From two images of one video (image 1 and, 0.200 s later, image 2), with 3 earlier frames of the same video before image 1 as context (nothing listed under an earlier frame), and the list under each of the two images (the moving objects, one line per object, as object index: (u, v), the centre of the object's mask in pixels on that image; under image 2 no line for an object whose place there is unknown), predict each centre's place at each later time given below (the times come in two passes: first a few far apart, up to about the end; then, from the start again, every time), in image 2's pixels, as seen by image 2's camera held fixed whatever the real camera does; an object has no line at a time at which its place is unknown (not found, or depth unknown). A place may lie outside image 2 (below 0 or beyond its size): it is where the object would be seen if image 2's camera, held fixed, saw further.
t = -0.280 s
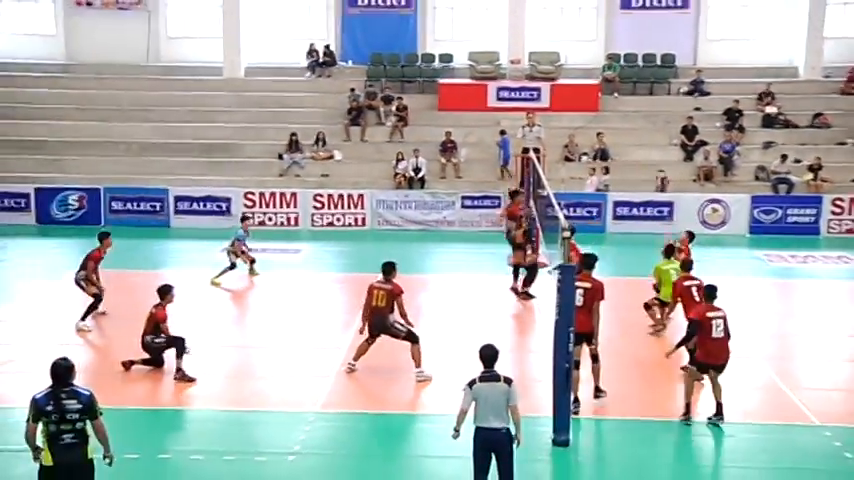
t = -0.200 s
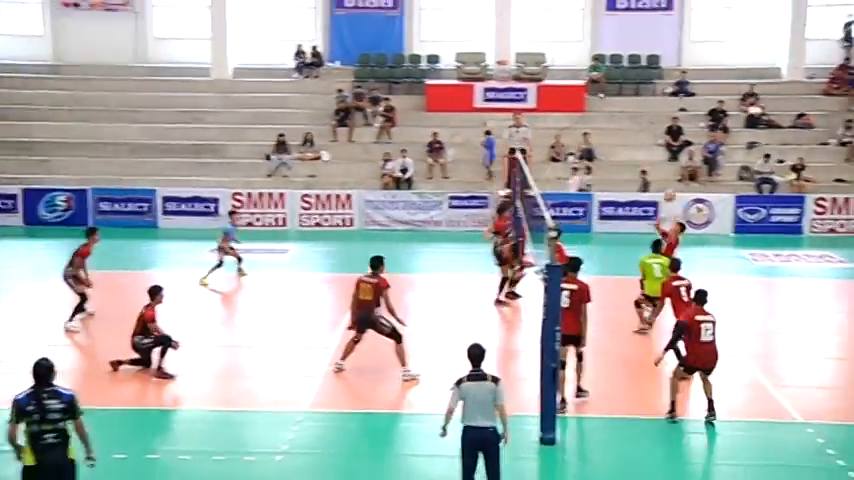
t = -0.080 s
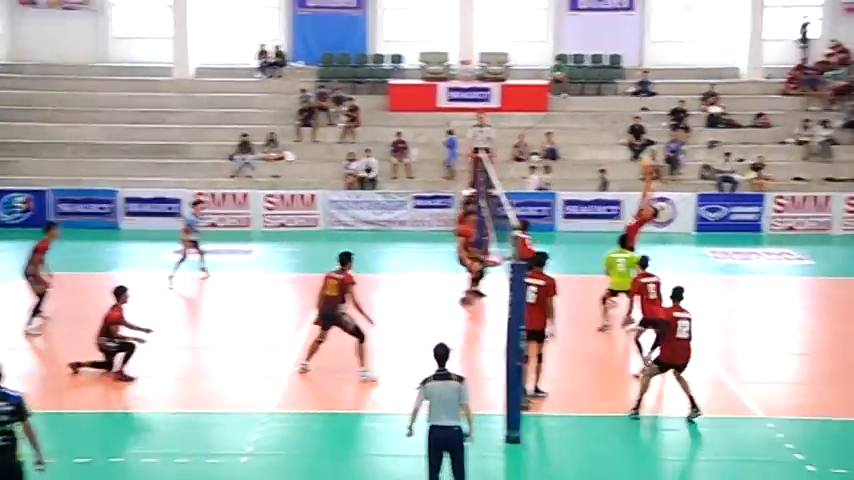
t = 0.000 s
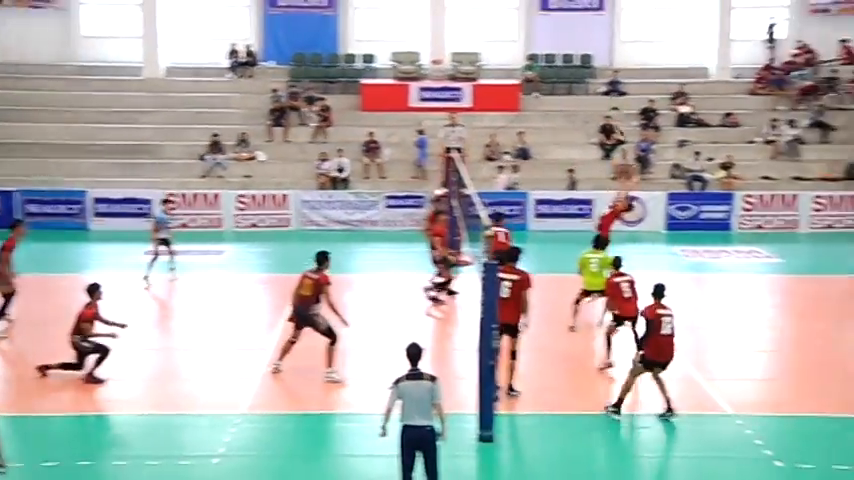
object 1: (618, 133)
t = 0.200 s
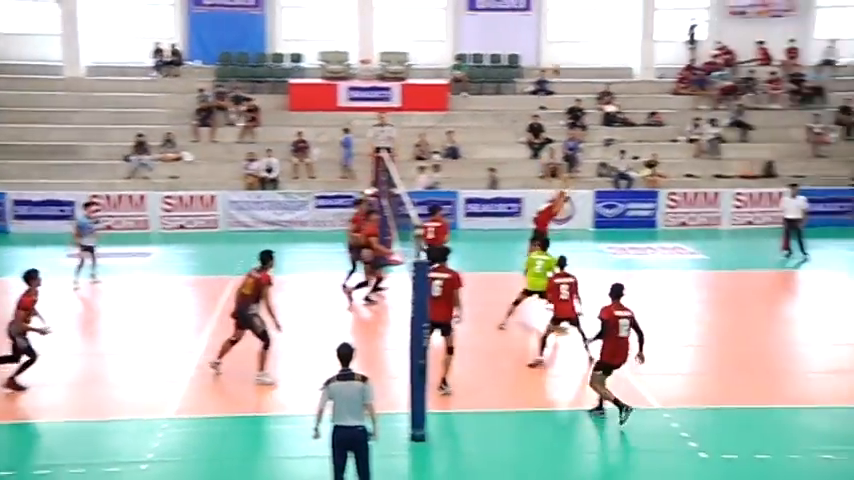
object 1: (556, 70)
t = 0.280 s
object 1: (557, 53)
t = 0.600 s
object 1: (565, 22)
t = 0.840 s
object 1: (571, 40)
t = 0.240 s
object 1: (556, 61)
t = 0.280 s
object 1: (557, 53)
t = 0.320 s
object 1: (558, 45)
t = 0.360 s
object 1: (559, 41)
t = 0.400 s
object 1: (560, 34)
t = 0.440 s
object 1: (561, 30)
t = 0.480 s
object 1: (561, 27)
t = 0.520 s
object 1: (563, 25)
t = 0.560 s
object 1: (564, 23)
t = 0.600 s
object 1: (565, 22)
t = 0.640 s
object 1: (566, 22)
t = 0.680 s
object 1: (567, 24)
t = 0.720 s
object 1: (567, 26)
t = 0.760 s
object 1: (569, 29)
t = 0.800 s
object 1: (570, 34)
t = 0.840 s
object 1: (571, 40)
